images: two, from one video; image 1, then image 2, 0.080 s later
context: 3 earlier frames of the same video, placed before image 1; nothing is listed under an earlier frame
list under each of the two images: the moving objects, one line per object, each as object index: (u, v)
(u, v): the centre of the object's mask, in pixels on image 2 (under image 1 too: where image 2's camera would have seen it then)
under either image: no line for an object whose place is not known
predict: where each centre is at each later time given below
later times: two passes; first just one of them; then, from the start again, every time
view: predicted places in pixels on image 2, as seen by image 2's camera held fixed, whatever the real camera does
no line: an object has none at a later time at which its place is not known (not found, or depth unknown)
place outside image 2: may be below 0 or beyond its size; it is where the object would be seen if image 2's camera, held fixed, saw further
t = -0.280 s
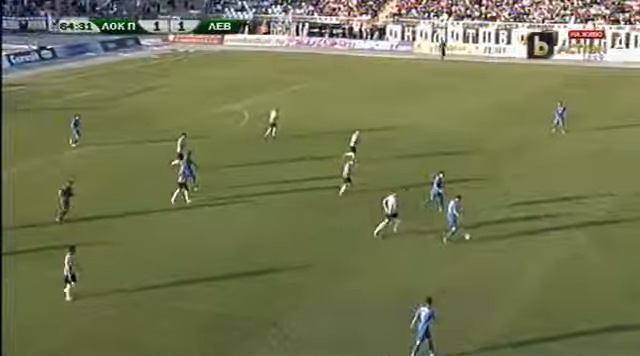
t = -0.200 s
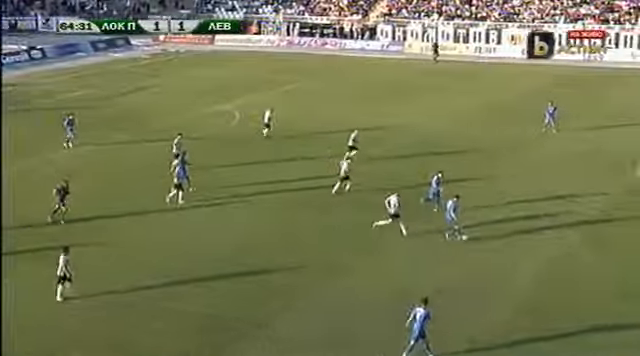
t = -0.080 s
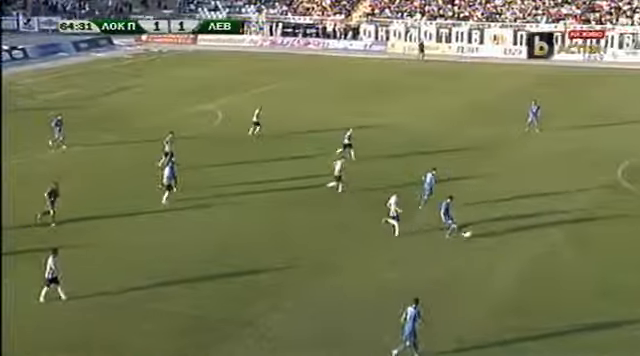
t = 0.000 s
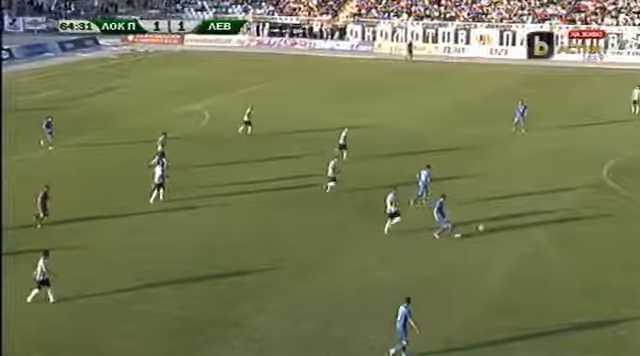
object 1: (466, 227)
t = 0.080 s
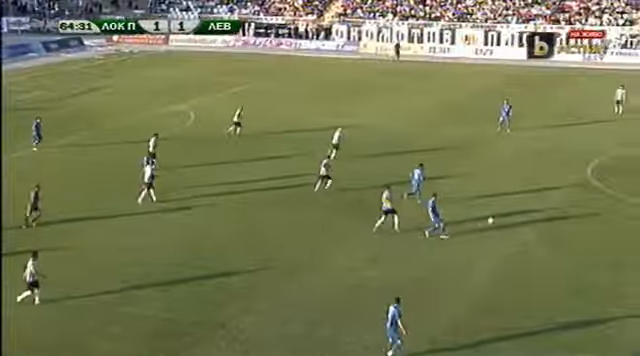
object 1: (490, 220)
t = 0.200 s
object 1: (519, 215)
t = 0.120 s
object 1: (500, 218)
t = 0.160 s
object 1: (509, 217)
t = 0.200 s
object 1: (519, 215)
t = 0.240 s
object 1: (528, 212)
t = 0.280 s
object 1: (536, 210)
